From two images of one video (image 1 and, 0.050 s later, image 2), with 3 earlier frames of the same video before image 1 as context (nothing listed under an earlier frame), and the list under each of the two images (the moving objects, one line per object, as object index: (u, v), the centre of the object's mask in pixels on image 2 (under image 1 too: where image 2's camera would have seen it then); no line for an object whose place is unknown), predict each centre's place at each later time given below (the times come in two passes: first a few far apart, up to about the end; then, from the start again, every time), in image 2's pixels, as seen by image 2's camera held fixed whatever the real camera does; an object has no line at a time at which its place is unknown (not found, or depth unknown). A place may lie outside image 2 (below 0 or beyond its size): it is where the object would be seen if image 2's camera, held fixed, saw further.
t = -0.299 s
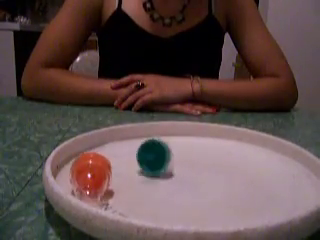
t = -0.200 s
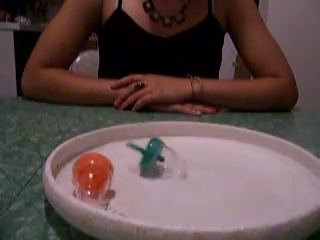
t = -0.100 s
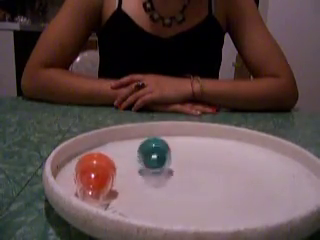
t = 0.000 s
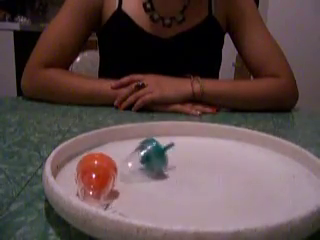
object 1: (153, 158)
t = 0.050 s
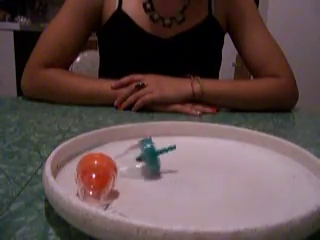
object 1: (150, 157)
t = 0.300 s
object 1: (154, 147)
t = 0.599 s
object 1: (156, 139)
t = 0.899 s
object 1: (147, 149)
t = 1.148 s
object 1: (120, 156)
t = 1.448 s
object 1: (90, 147)
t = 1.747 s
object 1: (119, 153)
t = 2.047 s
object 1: (137, 153)
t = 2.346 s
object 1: (143, 148)
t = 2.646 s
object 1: (145, 146)
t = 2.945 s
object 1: (145, 145)
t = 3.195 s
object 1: (144, 147)
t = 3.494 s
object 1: (139, 150)
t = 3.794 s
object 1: (129, 154)
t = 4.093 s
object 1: (114, 154)
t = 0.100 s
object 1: (147, 156)
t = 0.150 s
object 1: (146, 154)
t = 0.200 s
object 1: (148, 152)
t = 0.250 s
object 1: (150, 150)
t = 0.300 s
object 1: (154, 147)
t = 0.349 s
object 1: (157, 144)
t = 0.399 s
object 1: (158, 141)
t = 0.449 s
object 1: (152, 142)
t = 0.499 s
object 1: (150, 139)
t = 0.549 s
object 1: (149, 140)
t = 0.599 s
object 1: (156, 139)
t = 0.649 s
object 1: (156, 140)
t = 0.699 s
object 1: (150, 144)
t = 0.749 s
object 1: (149, 145)
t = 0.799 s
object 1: (152, 146)
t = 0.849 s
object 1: (150, 148)
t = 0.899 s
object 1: (147, 149)
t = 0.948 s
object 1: (142, 151)
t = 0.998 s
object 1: (136, 153)
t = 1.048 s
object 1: (130, 155)
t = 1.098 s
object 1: (125, 156)
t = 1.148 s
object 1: (120, 156)
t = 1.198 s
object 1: (114, 153)
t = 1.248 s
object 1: (106, 151)
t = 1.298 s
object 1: (101, 150)
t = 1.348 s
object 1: (94, 147)
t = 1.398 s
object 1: (90, 147)
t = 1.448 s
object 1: (90, 147)
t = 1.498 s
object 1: (91, 147)
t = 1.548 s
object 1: (96, 147)
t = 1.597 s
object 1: (104, 151)
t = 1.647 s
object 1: (110, 152)
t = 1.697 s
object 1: (115, 153)
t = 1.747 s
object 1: (119, 153)
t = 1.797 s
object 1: (123, 154)
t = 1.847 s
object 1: (126, 155)
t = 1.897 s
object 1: (128, 155)
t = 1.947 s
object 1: (130, 154)
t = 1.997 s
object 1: (133, 154)
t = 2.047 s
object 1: (137, 153)
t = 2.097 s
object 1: (140, 152)
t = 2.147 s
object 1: (142, 150)
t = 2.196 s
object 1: (145, 150)
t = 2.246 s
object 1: (141, 150)
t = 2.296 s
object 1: (142, 149)
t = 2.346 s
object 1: (143, 148)
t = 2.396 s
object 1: (144, 147)
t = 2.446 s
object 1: (144, 147)
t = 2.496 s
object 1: (144, 146)
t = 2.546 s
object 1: (145, 146)
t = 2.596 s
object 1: (145, 146)
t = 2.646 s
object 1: (145, 146)
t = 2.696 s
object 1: (145, 146)
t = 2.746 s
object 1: (145, 145)
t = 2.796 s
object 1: (145, 145)
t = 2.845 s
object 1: (145, 145)
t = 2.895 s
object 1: (145, 145)
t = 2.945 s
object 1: (145, 145)
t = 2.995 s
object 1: (144, 145)
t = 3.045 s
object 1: (144, 146)
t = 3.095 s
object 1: (144, 146)
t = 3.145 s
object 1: (144, 146)
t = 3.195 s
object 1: (144, 147)
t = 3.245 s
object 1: (144, 147)
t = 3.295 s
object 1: (143, 147)
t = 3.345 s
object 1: (142, 148)
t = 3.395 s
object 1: (141, 149)
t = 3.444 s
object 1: (140, 150)
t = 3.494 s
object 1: (139, 150)
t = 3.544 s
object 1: (138, 151)
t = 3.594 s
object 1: (136, 152)
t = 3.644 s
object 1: (134, 152)
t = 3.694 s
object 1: (134, 153)
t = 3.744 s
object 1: (131, 154)
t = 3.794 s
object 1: (129, 154)
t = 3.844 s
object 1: (126, 155)
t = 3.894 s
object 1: (124, 155)
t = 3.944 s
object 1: (122, 155)
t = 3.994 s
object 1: (119, 155)
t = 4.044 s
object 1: (117, 155)
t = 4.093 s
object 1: (114, 154)
